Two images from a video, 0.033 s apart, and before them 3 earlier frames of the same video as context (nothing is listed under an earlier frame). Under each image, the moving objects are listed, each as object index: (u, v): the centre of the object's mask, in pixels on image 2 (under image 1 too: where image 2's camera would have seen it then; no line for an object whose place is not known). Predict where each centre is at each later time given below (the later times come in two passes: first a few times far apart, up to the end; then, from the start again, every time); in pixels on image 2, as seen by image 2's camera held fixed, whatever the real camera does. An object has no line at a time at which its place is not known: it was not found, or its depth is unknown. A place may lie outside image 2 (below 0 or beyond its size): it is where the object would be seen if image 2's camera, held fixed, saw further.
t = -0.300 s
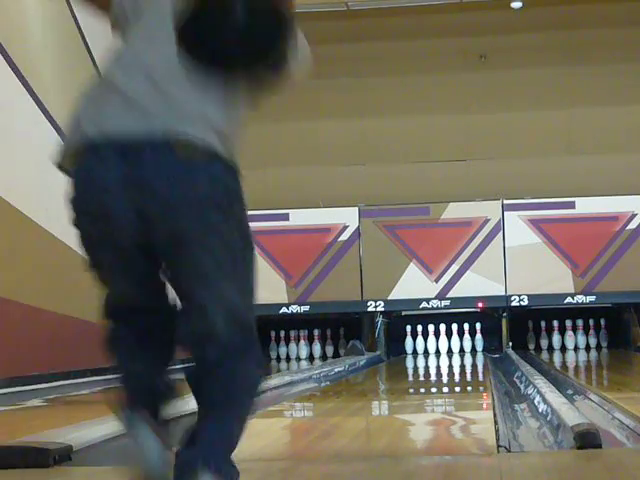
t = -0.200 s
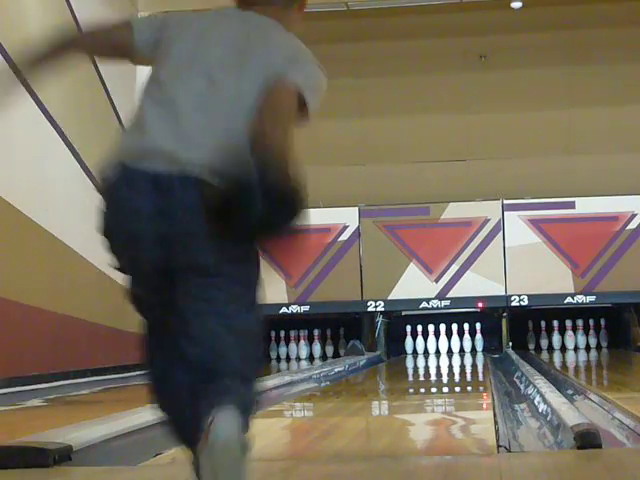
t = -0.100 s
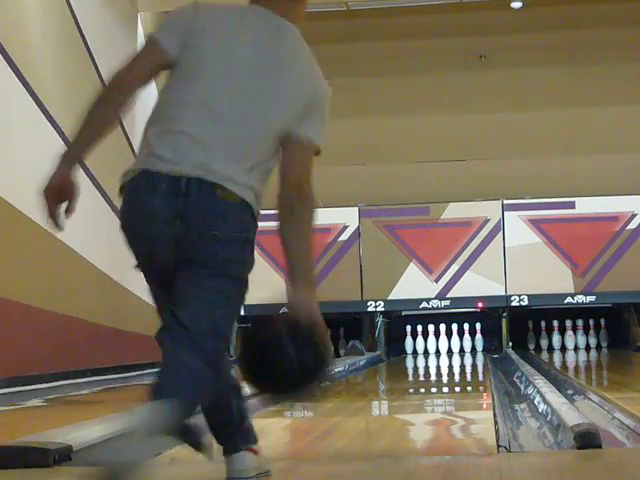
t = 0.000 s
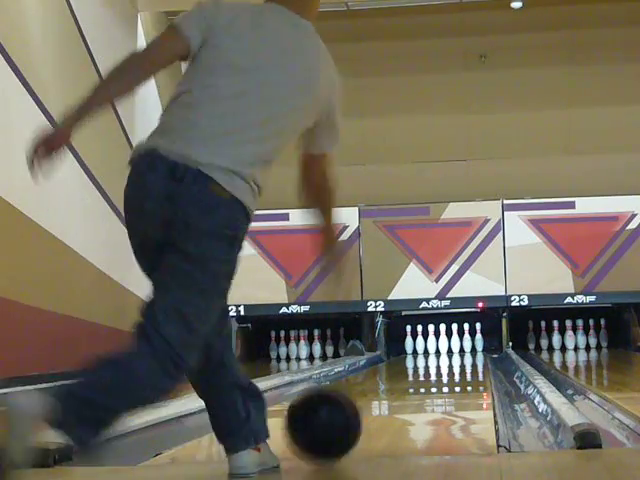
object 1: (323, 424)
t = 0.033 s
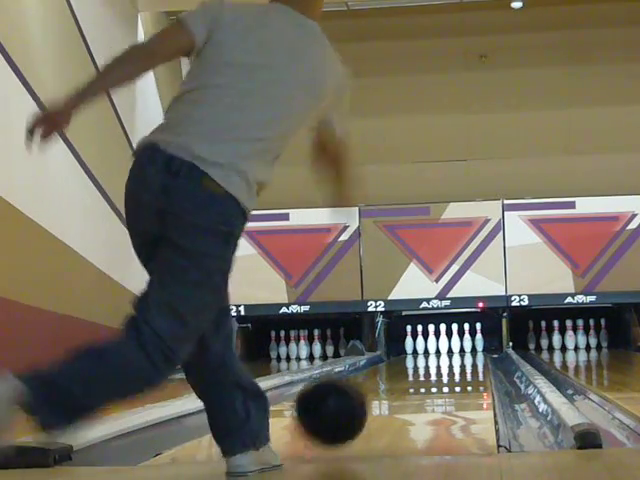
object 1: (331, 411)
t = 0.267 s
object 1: (368, 395)
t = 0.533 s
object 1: (392, 377)
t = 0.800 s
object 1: (407, 367)
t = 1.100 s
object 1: (418, 360)
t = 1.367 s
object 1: (425, 355)
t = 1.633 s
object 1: (430, 351)
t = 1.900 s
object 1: (434, 349)
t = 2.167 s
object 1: (436, 346)
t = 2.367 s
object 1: (435, 346)
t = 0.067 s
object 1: (338, 402)
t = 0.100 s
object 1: (343, 397)
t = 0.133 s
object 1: (349, 396)
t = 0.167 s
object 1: (355, 399)
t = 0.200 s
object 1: (360, 401)
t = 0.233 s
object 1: (364, 397)
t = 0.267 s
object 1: (368, 395)
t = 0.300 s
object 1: (372, 391)
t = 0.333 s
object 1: (376, 390)
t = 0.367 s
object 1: (379, 387)
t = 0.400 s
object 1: (382, 385)
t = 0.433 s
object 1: (385, 383)
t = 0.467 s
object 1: (387, 381)
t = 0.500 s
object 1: (390, 379)
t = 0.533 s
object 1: (392, 377)
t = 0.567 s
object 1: (395, 375)
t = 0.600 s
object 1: (397, 374)
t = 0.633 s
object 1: (398, 373)
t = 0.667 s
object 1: (400, 372)
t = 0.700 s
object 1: (403, 371)
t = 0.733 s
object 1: (404, 370)
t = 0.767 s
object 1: (405, 368)
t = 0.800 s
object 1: (407, 367)
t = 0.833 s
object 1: (408, 366)
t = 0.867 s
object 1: (409, 365)
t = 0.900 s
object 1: (411, 364)
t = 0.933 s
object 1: (411, 364)
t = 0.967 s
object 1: (414, 363)
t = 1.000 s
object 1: (415, 362)
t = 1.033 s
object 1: (416, 362)
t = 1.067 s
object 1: (417, 361)
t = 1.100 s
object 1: (418, 360)
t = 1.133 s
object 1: (419, 359)
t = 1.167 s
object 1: (420, 359)
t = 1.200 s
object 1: (421, 358)
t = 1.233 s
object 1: (422, 358)
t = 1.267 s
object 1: (423, 357)
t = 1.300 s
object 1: (423, 357)
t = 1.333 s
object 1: (424, 356)
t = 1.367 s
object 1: (425, 355)
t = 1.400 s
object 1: (426, 355)
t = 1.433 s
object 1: (426, 354)
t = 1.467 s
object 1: (427, 353)
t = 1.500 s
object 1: (428, 353)
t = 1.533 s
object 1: (428, 353)
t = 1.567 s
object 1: (429, 352)
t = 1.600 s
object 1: (430, 351)
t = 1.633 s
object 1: (430, 351)
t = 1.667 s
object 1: (431, 351)
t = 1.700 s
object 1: (432, 351)
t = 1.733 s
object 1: (432, 350)
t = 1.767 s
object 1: (433, 350)
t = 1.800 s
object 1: (432, 350)
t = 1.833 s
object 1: (433, 349)
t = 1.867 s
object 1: (433, 350)
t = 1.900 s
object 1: (434, 349)
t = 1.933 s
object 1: (434, 349)
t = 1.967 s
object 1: (434, 349)
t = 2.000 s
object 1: (434, 348)
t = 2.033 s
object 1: (435, 348)
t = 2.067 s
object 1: (435, 347)
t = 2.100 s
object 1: (435, 347)
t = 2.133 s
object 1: (436, 347)
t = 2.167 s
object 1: (436, 346)
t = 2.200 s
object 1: (436, 346)
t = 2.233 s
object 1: (437, 346)
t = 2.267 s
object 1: (437, 346)
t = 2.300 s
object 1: (437, 346)
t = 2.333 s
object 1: (437, 346)
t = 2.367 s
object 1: (435, 346)
